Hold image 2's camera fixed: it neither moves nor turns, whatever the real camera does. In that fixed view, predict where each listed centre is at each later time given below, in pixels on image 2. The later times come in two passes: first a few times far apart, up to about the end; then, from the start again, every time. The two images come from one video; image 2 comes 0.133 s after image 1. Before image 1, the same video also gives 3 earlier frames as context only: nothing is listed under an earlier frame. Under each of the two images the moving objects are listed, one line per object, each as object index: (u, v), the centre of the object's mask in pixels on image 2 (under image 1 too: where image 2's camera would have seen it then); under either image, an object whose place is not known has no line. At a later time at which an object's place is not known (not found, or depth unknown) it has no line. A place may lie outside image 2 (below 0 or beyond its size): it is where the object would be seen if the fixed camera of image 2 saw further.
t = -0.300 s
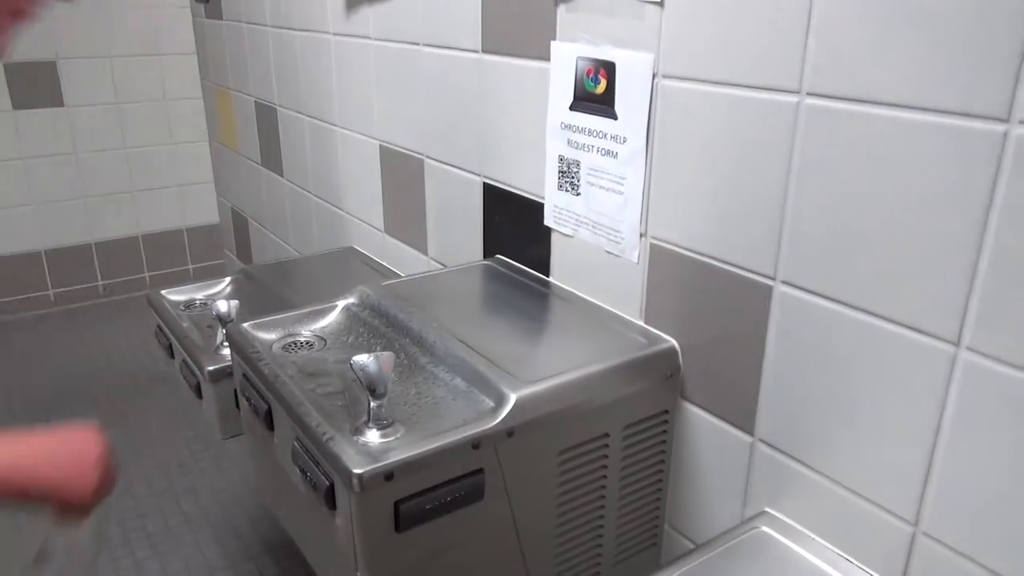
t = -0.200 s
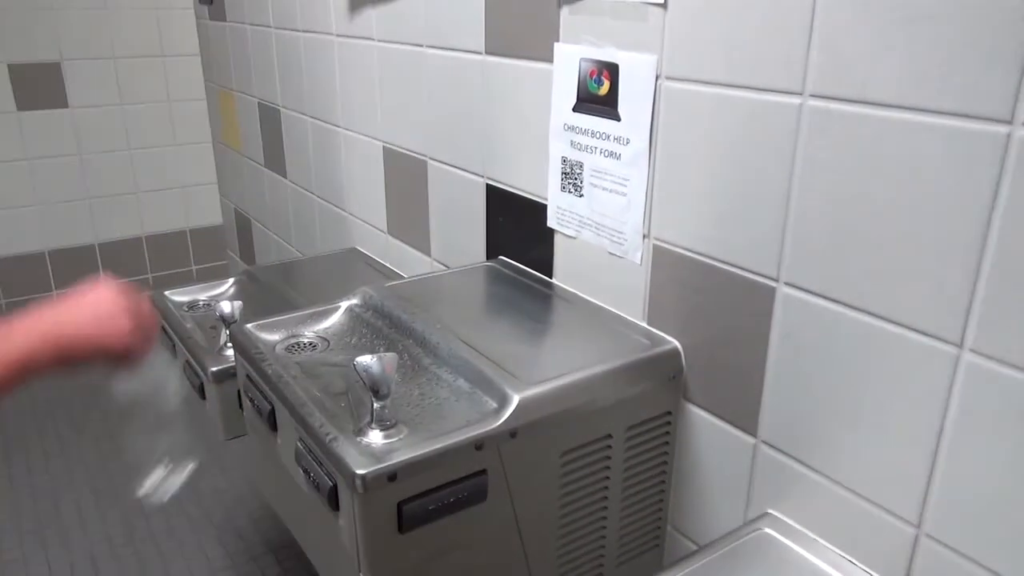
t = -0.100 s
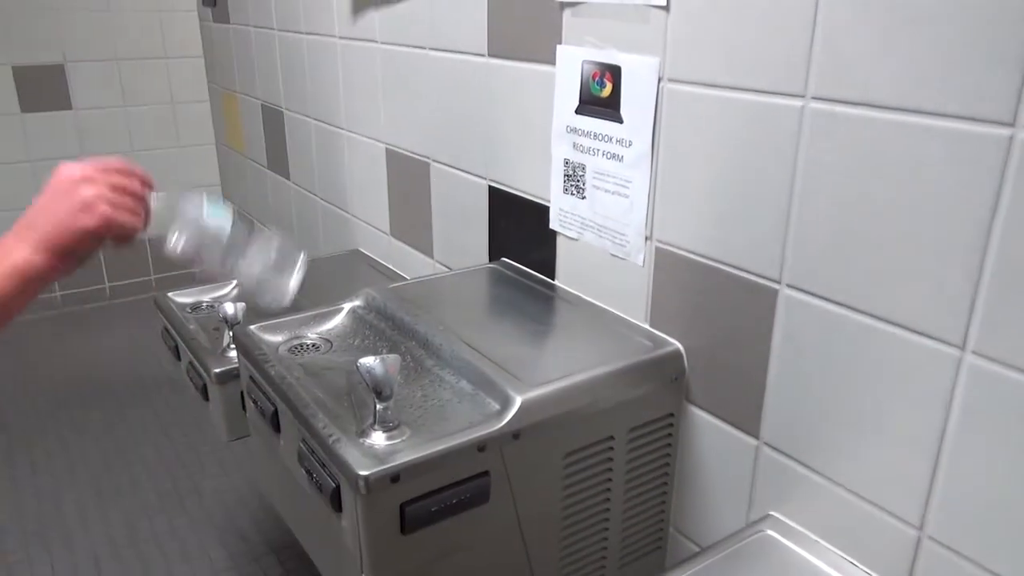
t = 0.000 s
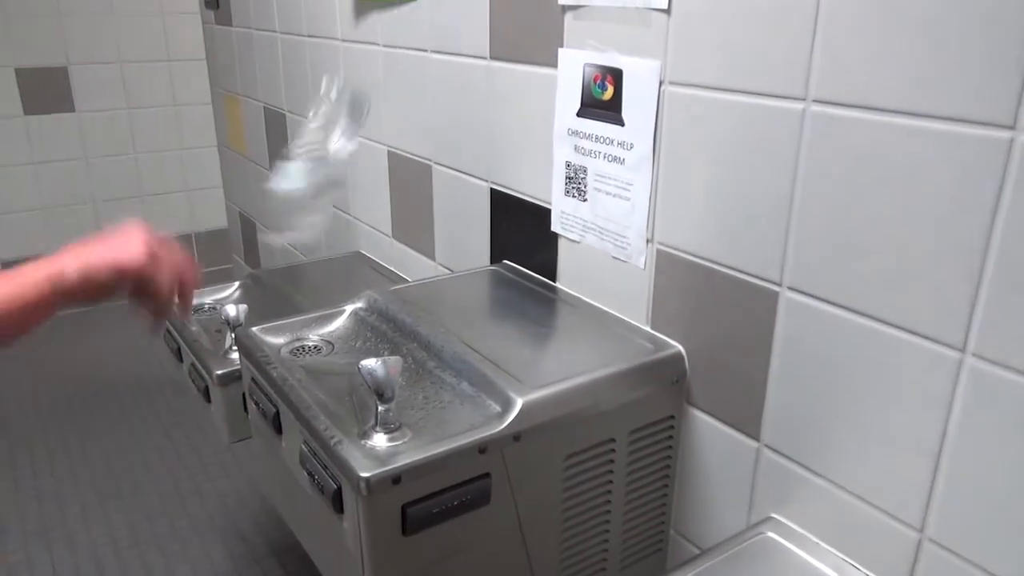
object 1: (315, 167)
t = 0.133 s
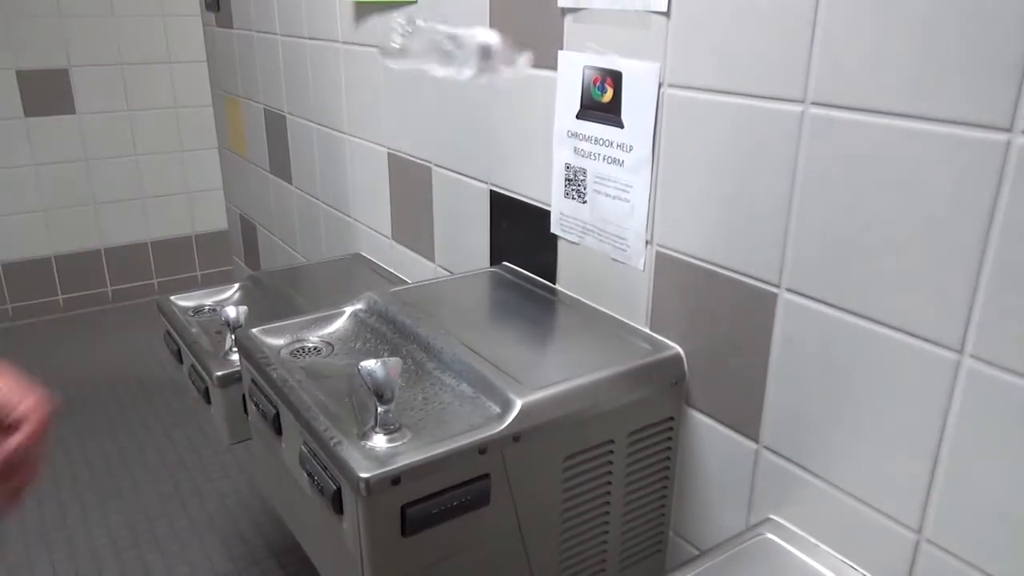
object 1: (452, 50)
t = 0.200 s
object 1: (490, 63)
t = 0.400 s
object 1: (545, 242)
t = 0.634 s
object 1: (525, 245)
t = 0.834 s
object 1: (542, 240)
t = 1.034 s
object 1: (540, 242)
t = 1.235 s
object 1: (541, 242)
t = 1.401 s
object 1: (541, 241)
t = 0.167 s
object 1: (472, 51)
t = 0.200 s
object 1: (490, 63)
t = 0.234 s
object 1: (507, 83)
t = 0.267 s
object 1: (519, 114)
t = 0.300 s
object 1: (529, 154)
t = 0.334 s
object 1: (535, 199)
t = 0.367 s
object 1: (545, 241)
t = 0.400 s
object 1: (545, 242)
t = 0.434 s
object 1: (539, 240)
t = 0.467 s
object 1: (536, 241)
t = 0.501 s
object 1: (534, 243)
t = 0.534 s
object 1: (531, 245)
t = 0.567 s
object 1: (527, 246)
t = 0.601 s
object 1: (525, 245)
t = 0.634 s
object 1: (525, 245)
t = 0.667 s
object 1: (527, 246)
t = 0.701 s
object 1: (530, 245)
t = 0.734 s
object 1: (533, 244)
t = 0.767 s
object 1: (538, 242)
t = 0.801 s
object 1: (543, 241)
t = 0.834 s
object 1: (542, 240)
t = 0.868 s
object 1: (539, 241)
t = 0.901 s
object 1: (540, 242)
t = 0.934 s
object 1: (541, 242)
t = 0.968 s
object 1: (541, 242)
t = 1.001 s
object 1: (540, 242)
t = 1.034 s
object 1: (540, 242)
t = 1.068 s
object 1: (541, 242)
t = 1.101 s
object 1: (541, 242)
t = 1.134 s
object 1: (541, 242)
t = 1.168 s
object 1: (541, 242)
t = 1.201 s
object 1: (540, 242)
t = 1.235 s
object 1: (541, 242)
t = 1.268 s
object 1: (541, 242)
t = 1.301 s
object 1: (541, 242)
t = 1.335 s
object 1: (541, 242)
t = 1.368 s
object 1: (541, 241)
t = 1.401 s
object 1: (541, 241)
